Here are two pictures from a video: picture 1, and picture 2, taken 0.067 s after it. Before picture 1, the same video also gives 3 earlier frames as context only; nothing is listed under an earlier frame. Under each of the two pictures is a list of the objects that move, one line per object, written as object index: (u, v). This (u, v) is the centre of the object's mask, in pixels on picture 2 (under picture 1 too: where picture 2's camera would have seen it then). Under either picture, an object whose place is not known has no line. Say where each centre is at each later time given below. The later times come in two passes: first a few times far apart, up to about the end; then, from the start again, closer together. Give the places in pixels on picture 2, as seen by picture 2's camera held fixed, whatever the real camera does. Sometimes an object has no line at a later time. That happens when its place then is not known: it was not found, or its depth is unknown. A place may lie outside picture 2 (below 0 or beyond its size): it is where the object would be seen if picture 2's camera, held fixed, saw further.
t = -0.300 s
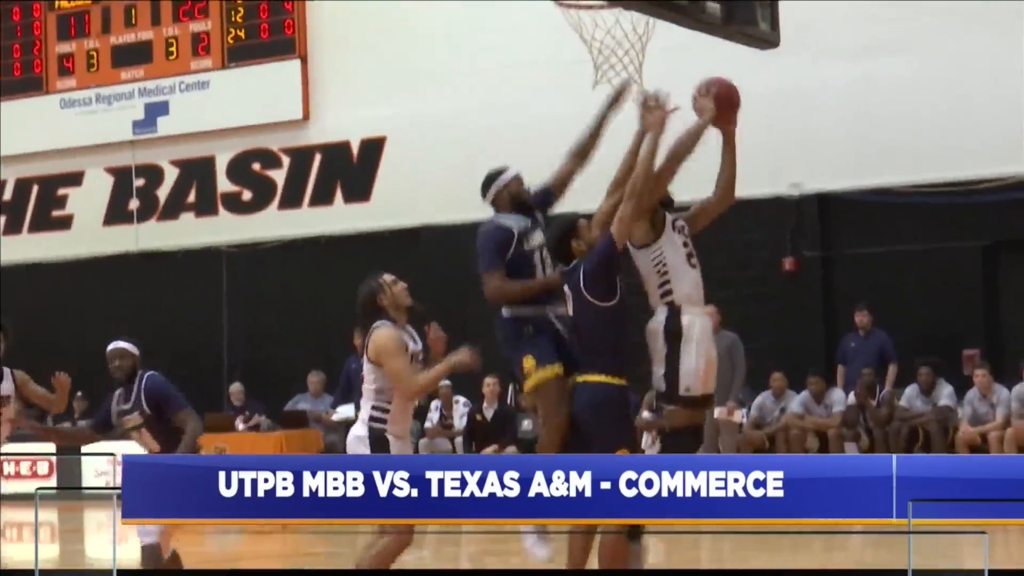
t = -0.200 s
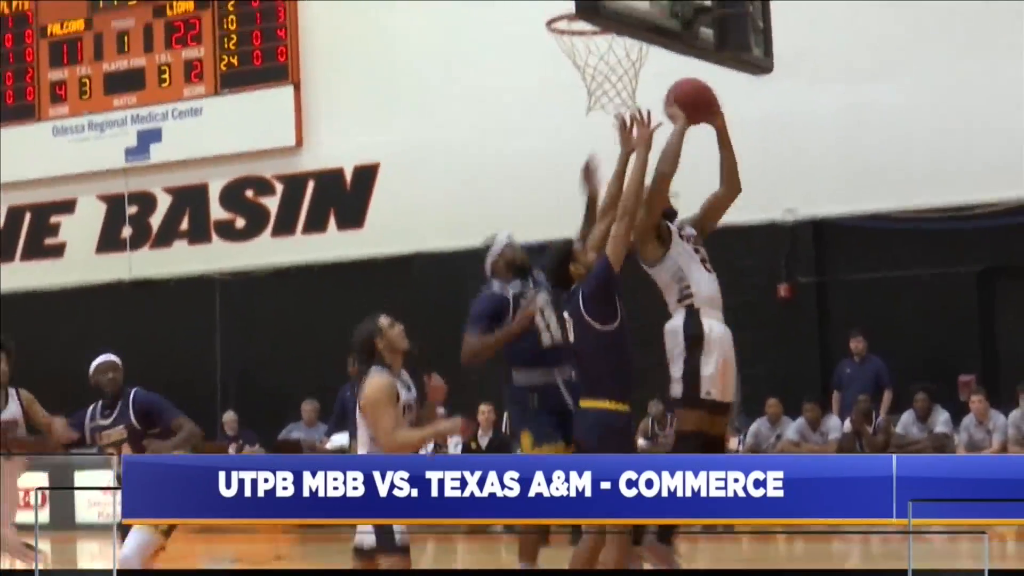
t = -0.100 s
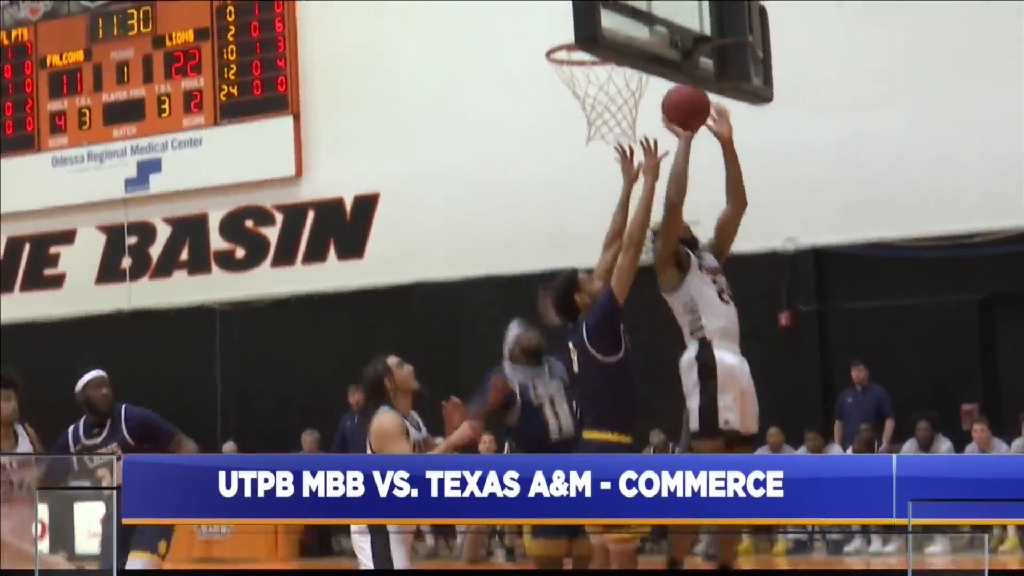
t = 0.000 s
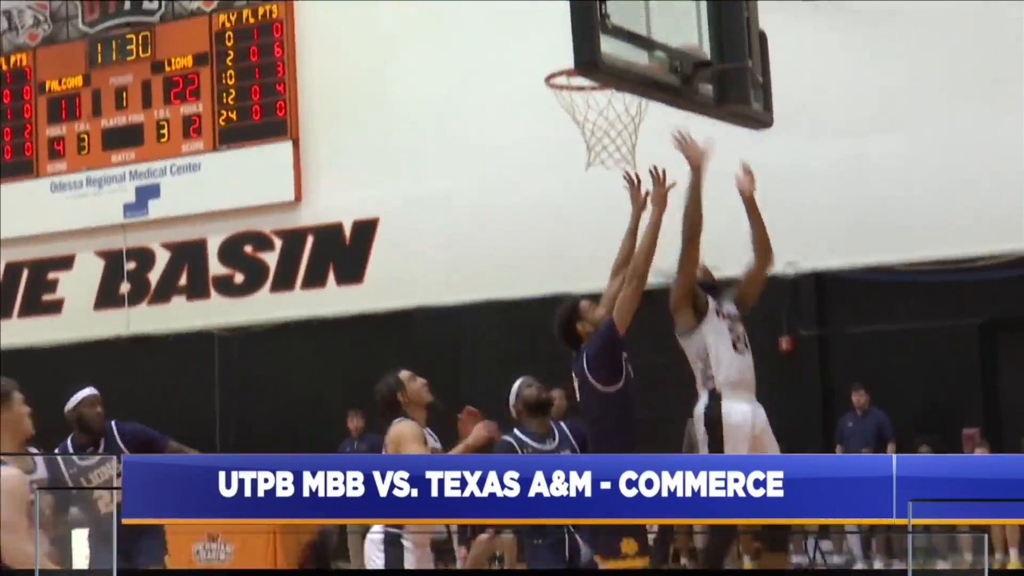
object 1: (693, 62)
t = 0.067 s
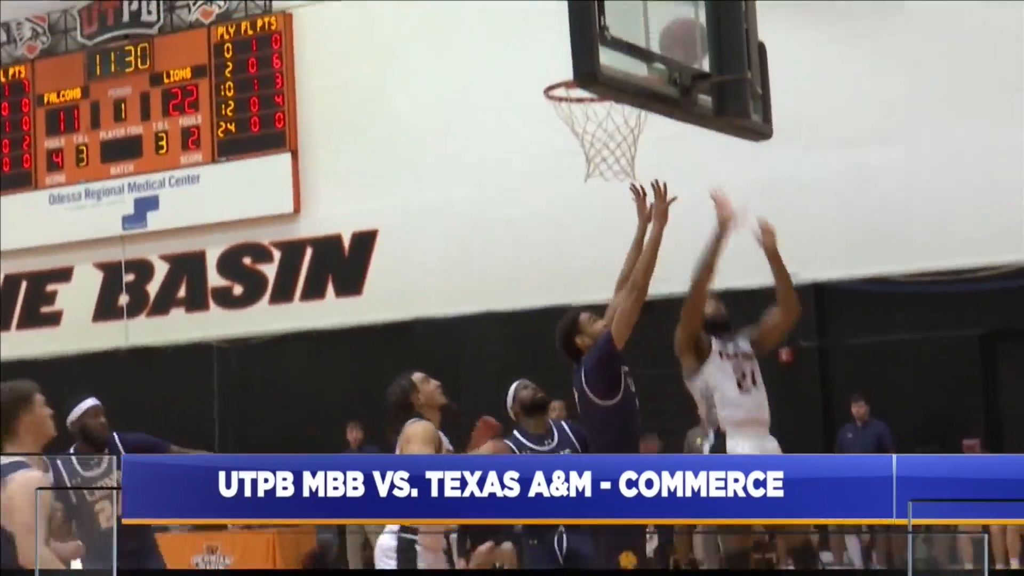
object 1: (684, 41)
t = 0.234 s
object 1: (637, 26)
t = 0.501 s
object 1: (577, 131)
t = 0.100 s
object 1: (676, 33)
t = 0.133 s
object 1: (666, 29)
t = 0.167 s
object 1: (656, 26)
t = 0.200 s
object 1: (646, 25)
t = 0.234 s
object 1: (637, 26)
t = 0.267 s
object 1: (629, 27)
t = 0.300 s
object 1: (620, 39)
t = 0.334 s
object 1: (616, 59)
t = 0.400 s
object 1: (571, 82)
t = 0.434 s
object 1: (569, 98)
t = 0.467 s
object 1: (574, 114)
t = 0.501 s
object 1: (577, 131)
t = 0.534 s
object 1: (582, 145)
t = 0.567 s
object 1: (588, 160)
